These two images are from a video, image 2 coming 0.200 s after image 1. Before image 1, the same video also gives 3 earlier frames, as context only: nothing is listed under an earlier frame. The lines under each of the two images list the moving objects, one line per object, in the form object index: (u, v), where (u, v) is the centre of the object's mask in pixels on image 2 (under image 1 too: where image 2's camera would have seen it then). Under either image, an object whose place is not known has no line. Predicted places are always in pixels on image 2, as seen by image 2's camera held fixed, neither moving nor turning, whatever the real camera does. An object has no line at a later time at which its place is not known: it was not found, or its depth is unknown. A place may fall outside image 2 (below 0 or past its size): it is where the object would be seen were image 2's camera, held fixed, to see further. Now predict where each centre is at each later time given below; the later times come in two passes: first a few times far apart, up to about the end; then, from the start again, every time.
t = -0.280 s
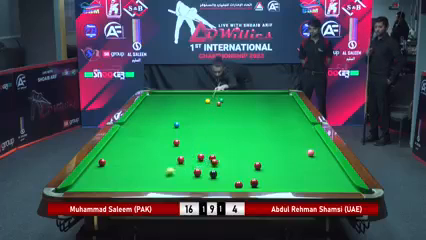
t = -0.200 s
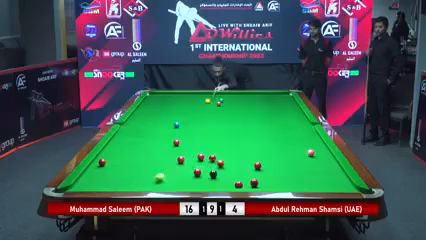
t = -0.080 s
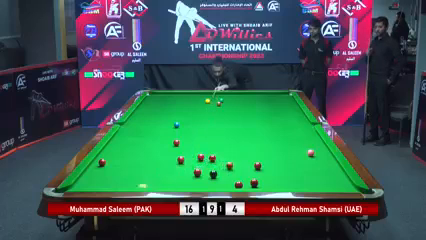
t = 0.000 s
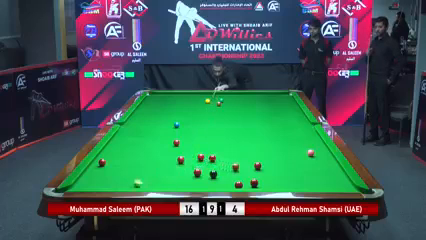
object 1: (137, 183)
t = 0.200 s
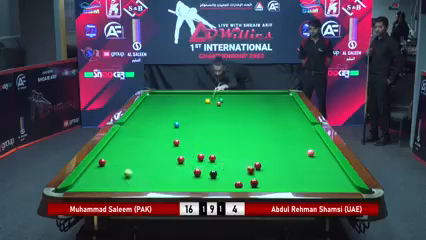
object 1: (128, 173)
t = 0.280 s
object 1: (124, 170)
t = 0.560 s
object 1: (112, 158)
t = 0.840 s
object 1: (106, 149)
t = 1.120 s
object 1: (120, 142)
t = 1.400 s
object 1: (133, 136)
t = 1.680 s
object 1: (144, 130)
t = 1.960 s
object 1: (153, 125)
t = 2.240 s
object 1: (162, 121)
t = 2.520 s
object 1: (169, 117)
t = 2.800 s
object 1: (176, 113)
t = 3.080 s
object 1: (182, 110)
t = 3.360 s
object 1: (188, 107)
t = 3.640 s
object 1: (192, 104)
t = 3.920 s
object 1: (197, 101)
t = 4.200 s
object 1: (200, 99)
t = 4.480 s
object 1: (204, 97)
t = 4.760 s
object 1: (207, 95)
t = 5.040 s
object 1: (210, 93)
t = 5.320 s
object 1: (212, 93)
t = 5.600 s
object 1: (213, 93)
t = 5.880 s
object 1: (214, 94)
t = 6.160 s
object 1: (215, 95)
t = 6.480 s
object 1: (216, 96)
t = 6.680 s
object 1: (217, 96)
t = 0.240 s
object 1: (126, 171)
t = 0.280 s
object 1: (124, 170)
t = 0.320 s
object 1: (122, 168)
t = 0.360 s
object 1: (120, 166)
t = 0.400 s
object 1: (118, 165)
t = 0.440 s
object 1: (117, 163)
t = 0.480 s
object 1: (115, 162)
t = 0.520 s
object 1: (114, 160)
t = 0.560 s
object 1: (112, 158)
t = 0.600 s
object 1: (111, 157)
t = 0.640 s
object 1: (109, 156)
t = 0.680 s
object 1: (108, 154)
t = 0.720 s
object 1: (106, 152)
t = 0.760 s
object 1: (105, 151)
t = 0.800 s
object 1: (104, 150)
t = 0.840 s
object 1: (106, 149)
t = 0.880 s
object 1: (108, 148)
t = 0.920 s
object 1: (110, 147)
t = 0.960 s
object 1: (113, 146)
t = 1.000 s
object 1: (114, 145)
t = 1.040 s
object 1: (116, 144)
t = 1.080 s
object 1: (118, 143)
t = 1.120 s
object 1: (120, 142)
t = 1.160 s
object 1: (122, 141)
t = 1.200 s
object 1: (124, 140)
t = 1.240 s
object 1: (126, 139)
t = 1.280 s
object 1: (128, 138)
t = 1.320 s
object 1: (130, 137)
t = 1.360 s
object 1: (131, 136)
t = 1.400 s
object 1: (133, 136)
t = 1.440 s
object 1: (135, 135)
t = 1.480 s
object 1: (136, 134)
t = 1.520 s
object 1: (138, 133)
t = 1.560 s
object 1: (139, 132)
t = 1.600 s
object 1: (141, 132)
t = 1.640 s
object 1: (142, 131)
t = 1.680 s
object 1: (144, 130)
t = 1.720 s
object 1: (145, 129)
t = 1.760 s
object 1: (146, 129)
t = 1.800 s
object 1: (148, 128)
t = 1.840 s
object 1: (149, 127)
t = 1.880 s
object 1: (151, 126)
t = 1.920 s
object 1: (152, 125)
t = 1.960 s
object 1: (153, 125)
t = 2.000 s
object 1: (155, 124)
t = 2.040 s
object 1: (156, 124)
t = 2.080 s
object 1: (157, 123)
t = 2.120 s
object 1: (158, 122)
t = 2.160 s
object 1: (160, 122)
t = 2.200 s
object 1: (161, 121)
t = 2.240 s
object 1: (162, 121)
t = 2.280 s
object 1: (163, 120)
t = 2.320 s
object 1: (164, 119)
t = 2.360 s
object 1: (165, 119)
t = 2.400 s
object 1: (166, 118)
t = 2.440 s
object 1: (167, 118)
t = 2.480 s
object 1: (168, 117)
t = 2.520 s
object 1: (169, 117)
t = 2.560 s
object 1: (170, 116)
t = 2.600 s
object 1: (171, 116)
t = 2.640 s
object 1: (172, 115)
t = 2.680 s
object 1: (173, 115)
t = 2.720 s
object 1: (174, 114)
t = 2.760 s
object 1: (175, 114)
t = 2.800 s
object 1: (176, 113)
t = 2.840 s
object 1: (177, 113)
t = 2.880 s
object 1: (178, 112)
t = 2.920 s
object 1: (179, 112)
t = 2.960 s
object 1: (180, 111)
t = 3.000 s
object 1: (181, 111)
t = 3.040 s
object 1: (181, 110)
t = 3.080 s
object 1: (182, 110)
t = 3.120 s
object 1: (183, 109)
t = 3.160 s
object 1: (184, 109)
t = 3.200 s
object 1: (184, 108)
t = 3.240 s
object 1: (185, 108)
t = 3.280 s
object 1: (186, 107)
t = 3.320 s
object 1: (187, 107)
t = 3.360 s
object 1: (188, 107)
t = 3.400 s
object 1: (188, 106)
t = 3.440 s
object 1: (189, 106)
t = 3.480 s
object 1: (190, 106)
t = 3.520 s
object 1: (190, 105)
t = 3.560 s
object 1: (191, 105)
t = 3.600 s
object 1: (191, 104)
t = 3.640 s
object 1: (192, 104)
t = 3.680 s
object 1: (193, 104)
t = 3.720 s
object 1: (194, 103)
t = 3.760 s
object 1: (194, 103)
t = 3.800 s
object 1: (195, 102)
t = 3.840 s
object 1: (195, 102)
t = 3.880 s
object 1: (196, 102)
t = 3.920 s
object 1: (197, 101)
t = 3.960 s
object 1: (197, 101)
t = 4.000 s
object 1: (198, 101)
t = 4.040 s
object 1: (198, 101)
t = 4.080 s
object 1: (198, 100)
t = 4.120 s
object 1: (200, 100)
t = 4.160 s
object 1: (200, 100)
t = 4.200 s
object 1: (200, 99)
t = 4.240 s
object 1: (201, 99)
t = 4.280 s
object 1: (202, 99)
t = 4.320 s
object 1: (202, 98)
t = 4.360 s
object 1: (202, 98)
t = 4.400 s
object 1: (203, 98)
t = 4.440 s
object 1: (203, 98)
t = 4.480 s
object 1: (204, 97)
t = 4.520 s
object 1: (204, 97)
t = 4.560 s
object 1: (204, 97)
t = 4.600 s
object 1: (205, 96)
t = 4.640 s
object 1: (206, 96)
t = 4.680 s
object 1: (206, 96)
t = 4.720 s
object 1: (206, 96)
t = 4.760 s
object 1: (207, 95)
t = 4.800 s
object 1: (207, 95)
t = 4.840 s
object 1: (208, 95)
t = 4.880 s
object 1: (208, 95)
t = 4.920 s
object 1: (209, 94)
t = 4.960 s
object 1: (209, 94)
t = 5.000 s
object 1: (209, 94)
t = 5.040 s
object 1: (210, 93)
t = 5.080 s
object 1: (210, 93)
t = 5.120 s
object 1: (211, 93)
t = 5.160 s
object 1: (211, 93)
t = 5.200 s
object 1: (211, 93)
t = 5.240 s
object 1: (212, 93)
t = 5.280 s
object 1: (212, 93)
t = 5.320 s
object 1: (212, 93)
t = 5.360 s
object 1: (212, 93)
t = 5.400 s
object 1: (212, 93)
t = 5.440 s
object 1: (213, 93)
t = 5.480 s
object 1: (213, 93)
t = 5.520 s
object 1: (213, 93)
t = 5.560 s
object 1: (213, 93)
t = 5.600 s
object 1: (213, 93)
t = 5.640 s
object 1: (214, 93)
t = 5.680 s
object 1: (213, 93)
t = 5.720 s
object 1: (214, 94)
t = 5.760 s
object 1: (214, 94)
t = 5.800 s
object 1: (214, 94)
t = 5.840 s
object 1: (214, 94)
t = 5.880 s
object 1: (214, 94)
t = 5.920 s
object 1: (214, 94)
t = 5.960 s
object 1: (215, 94)
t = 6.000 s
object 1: (215, 94)
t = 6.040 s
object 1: (215, 94)
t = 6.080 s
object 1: (215, 95)
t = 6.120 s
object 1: (215, 95)
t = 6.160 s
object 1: (215, 95)
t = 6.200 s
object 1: (215, 95)
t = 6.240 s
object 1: (215, 95)
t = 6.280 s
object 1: (216, 95)
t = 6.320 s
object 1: (216, 95)
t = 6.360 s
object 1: (216, 95)
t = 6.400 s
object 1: (216, 96)
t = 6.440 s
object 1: (216, 96)
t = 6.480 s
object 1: (216, 96)
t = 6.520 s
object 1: (216, 96)
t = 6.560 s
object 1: (216, 96)
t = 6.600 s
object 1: (216, 96)
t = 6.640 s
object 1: (217, 96)
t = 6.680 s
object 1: (217, 96)
